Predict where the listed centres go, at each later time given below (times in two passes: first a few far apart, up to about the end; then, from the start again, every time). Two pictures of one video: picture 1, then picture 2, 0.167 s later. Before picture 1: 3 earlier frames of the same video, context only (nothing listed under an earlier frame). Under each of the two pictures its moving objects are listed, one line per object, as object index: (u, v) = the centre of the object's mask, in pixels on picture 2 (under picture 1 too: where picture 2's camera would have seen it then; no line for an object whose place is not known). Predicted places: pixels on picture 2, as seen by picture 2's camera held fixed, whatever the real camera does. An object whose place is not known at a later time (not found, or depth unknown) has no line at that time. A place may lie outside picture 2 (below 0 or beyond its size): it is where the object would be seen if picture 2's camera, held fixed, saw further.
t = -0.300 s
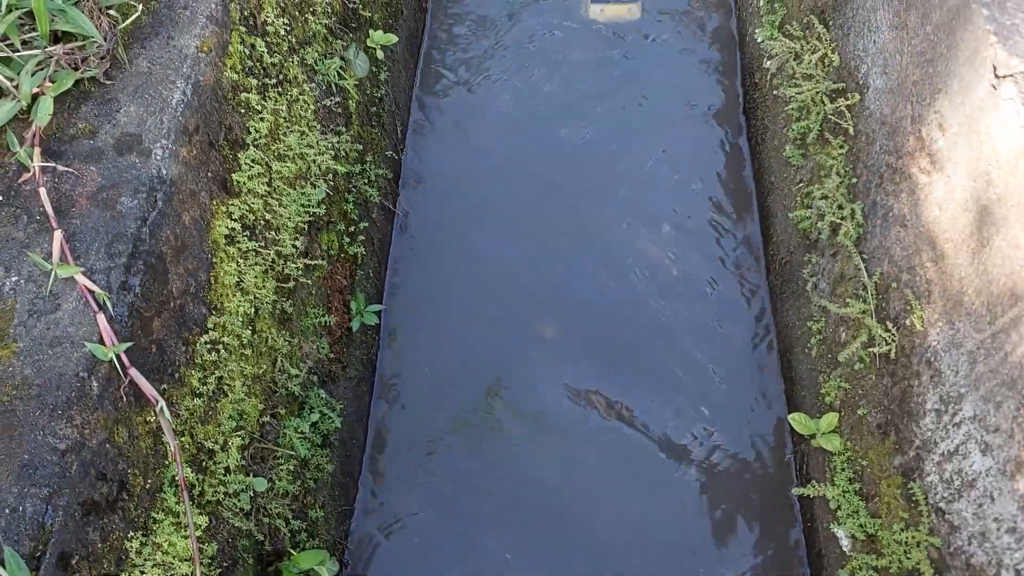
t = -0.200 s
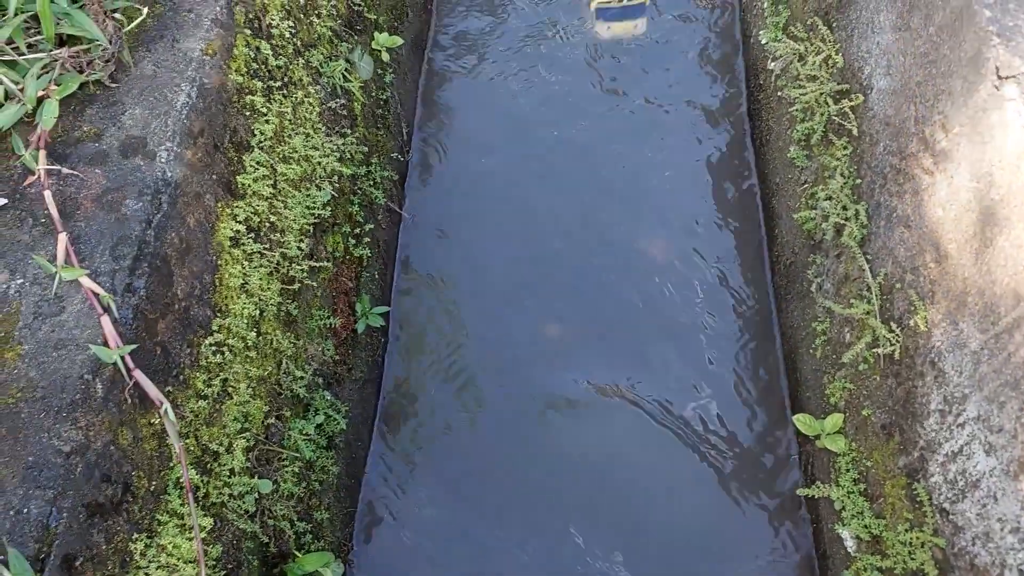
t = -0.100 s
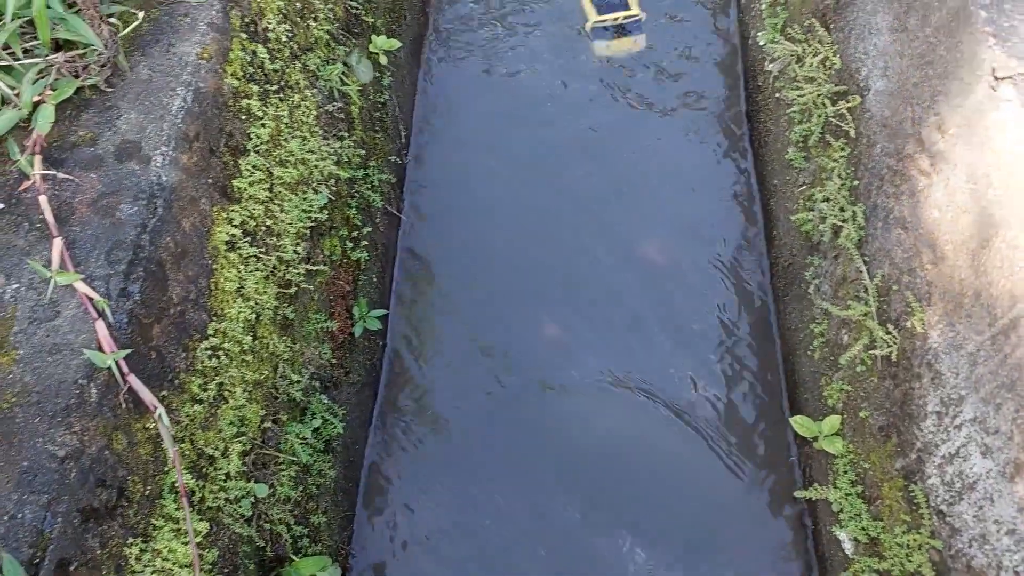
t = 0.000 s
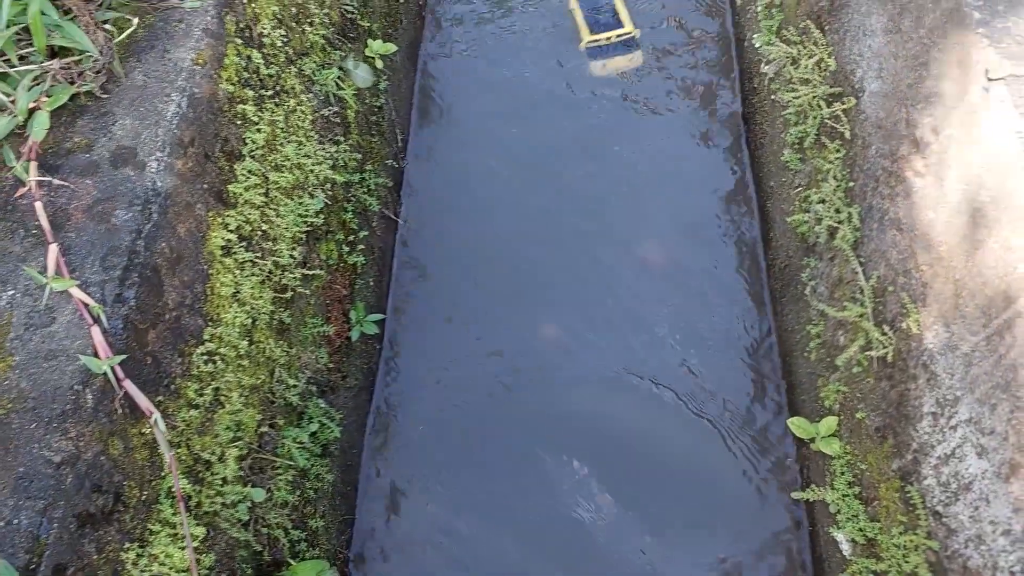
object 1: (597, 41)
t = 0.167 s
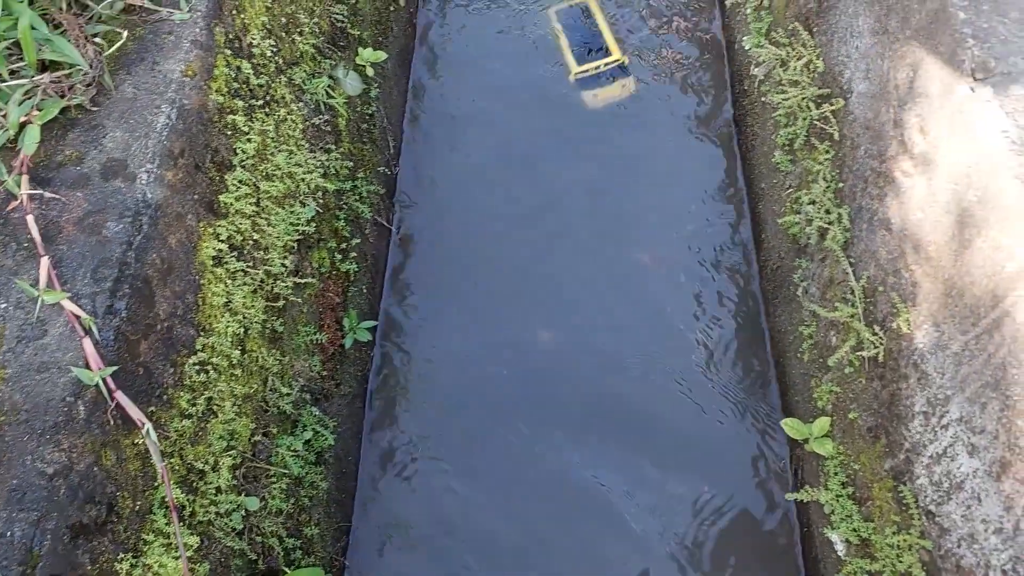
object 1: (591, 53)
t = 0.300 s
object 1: (592, 71)
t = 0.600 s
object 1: (593, 117)
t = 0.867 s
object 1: (589, 155)
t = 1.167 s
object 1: (589, 199)
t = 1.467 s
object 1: (585, 248)
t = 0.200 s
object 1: (591, 57)
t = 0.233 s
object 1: (592, 62)
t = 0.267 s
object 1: (591, 67)
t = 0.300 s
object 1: (592, 71)
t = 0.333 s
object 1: (592, 76)
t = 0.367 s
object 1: (593, 81)
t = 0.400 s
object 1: (593, 86)
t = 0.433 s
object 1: (594, 91)
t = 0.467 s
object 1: (593, 96)
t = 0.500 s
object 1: (593, 102)
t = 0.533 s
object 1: (594, 108)
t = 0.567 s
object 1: (594, 113)
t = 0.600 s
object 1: (593, 117)
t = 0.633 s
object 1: (593, 122)
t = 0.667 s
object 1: (593, 128)
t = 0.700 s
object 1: (593, 132)
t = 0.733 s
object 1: (592, 137)
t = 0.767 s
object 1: (591, 141)
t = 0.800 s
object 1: (590, 145)
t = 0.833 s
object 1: (589, 150)
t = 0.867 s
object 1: (589, 155)
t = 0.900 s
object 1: (590, 159)
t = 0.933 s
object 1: (591, 165)
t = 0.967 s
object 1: (591, 170)
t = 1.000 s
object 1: (591, 175)
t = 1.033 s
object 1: (591, 180)
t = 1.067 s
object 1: (591, 185)
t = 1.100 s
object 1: (590, 190)
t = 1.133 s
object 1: (590, 195)
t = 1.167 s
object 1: (589, 199)
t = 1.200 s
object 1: (588, 205)
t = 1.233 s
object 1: (589, 210)
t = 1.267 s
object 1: (588, 216)
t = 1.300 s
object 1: (586, 221)
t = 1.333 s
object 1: (585, 227)
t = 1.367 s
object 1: (585, 232)
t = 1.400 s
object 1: (585, 237)
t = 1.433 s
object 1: (585, 243)
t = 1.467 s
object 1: (585, 248)
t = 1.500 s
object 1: (585, 254)
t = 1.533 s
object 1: (585, 259)
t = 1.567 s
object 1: (585, 264)
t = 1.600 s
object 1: (584, 269)
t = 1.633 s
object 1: (584, 275)
